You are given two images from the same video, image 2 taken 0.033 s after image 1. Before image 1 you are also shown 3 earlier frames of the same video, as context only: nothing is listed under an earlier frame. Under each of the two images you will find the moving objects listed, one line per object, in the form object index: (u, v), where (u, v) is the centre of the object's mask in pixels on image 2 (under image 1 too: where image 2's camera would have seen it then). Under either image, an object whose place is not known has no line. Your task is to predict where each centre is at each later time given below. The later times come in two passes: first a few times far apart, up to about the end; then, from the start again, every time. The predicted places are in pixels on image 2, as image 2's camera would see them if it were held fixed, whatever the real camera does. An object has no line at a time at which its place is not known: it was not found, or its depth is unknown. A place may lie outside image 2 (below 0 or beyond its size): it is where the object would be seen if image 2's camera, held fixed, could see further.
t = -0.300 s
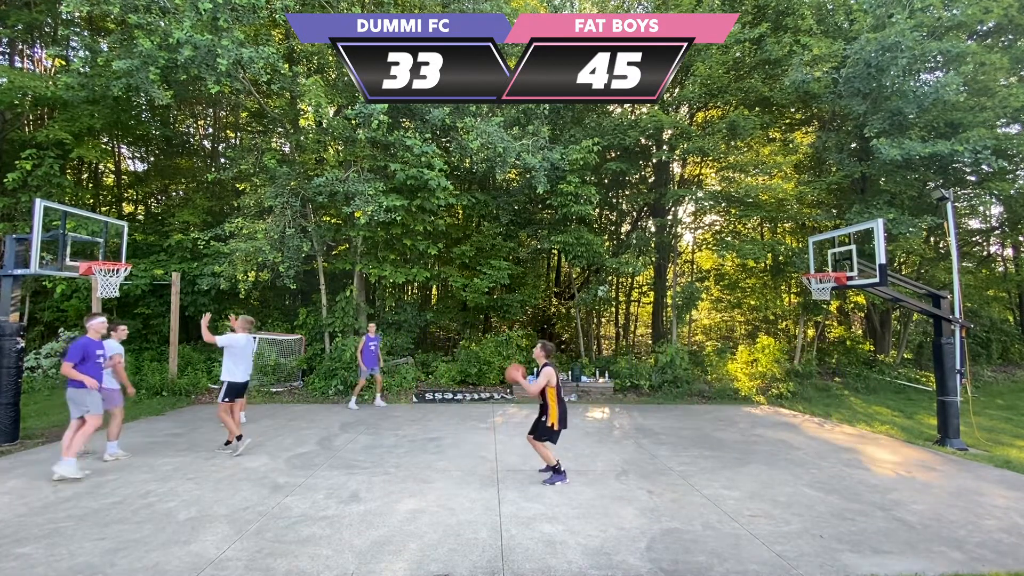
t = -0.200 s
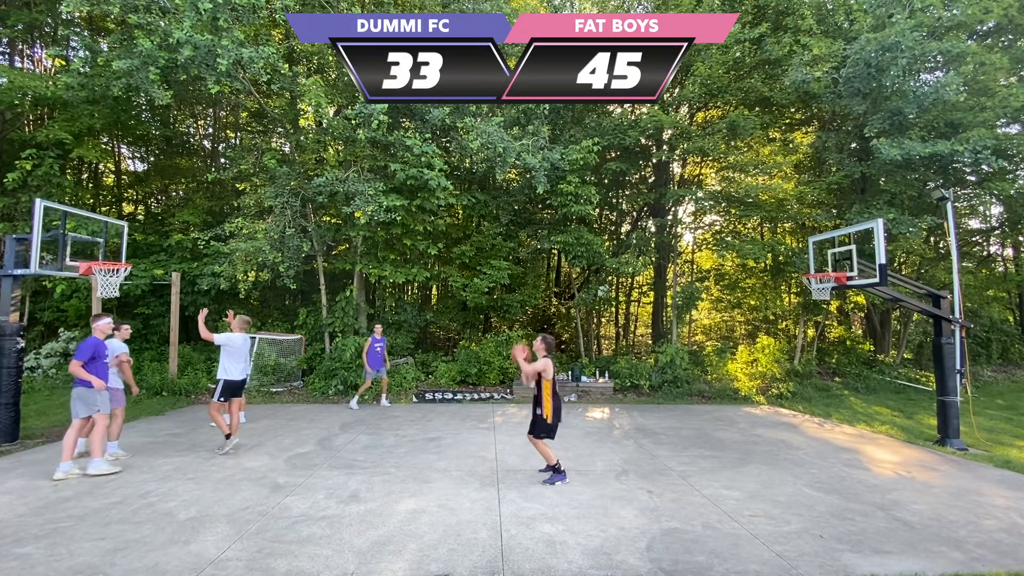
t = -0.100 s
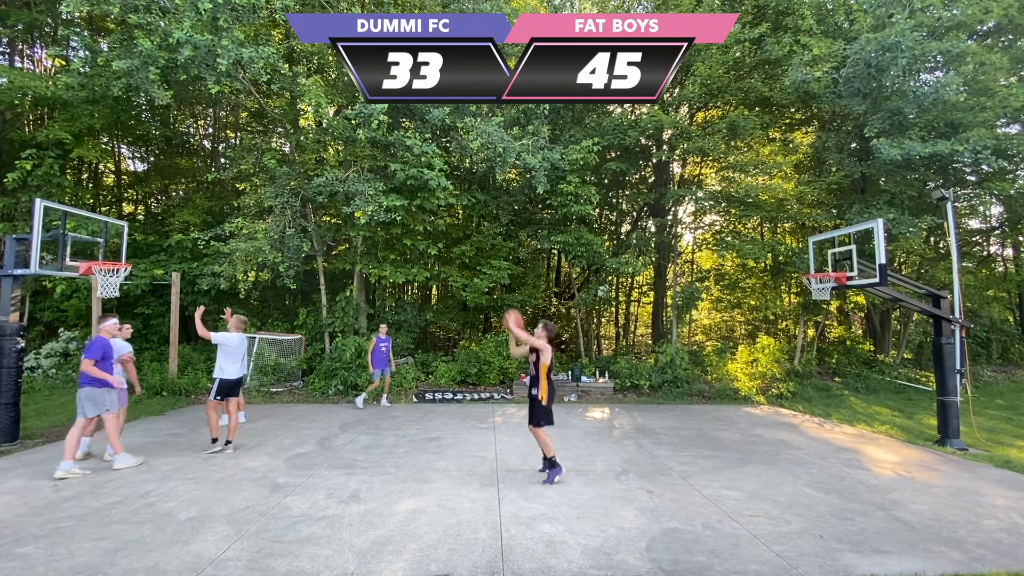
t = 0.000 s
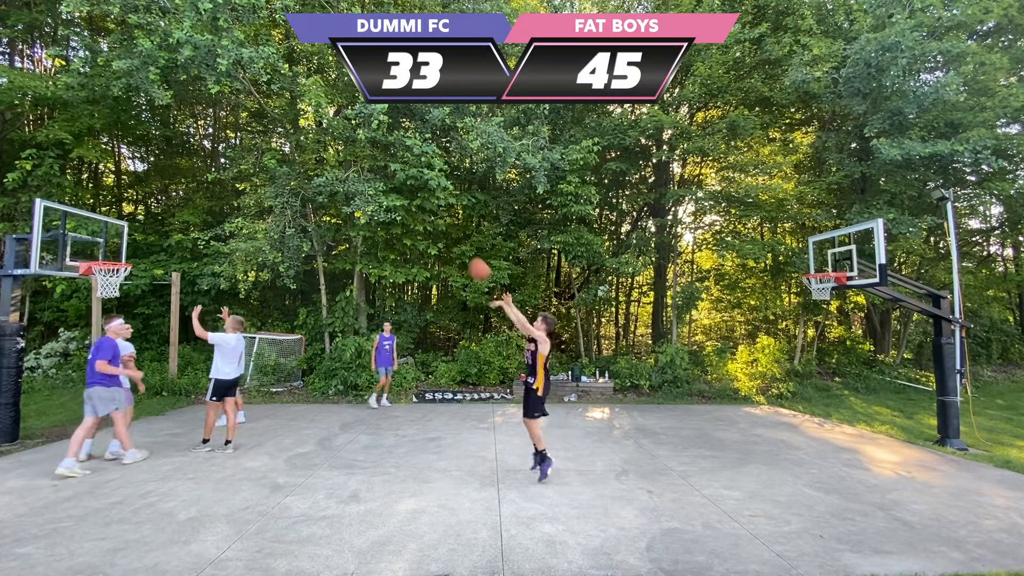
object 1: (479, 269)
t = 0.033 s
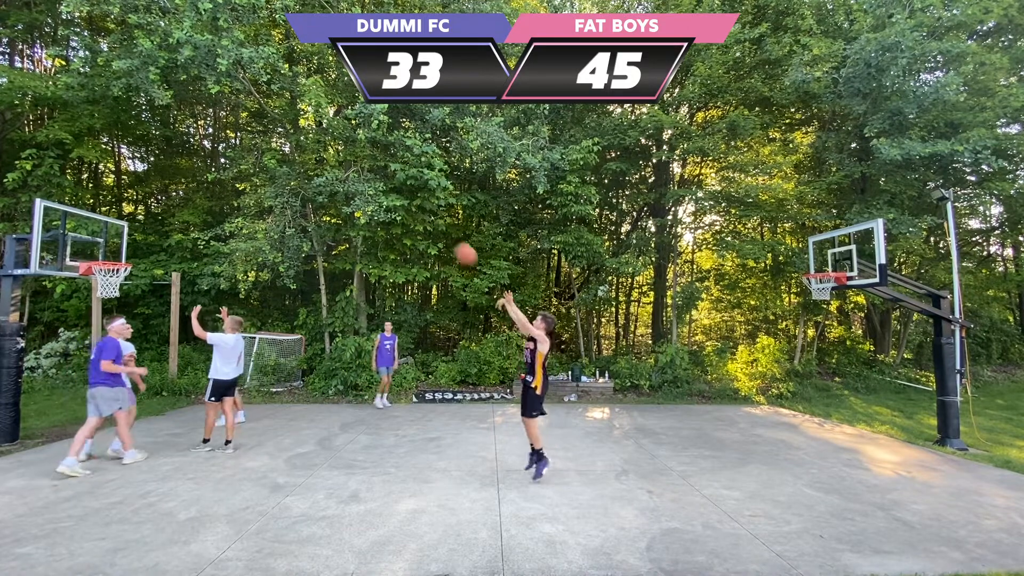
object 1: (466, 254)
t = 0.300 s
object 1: (367, 166)
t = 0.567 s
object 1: (278, 136)
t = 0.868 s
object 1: (187, 162)
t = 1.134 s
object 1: (112, 231)
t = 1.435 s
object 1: (127, 235)
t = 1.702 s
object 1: (127, 224)
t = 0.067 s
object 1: (452, 239)
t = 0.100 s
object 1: (440, 227)
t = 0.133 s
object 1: (428, 214)
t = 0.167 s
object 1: (415, 203)
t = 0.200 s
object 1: (403, 192)
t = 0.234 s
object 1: (390, 182)
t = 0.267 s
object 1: (378, 173)
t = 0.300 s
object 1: (367, 166)
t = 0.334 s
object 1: (355, 160)
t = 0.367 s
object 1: (344, 153)
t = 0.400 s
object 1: (332, 149)
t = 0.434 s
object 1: (321, 144)
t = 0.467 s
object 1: (310, 141)
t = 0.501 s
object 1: (300, 139)
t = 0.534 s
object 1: (289, 137)
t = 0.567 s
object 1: (278, 136)
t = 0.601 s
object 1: (267, 136)
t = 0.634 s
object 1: (257, 137)
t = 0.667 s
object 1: (247, 138)
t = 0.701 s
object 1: (237, 141)
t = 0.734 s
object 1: (227, 144)
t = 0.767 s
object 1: (217, 147)
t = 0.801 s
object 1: (207, 152)
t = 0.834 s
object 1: (197, 156)
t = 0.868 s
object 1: (187, 162)
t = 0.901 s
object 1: (177, 169)
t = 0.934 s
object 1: (167, 175)
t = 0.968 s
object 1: (158, 183)
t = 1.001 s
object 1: (149, 191)
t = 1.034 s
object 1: (139, 200)
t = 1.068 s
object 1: (130, 210)
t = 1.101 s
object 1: (121, 220)
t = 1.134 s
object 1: (112, 231)
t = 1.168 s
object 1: (102, 242)
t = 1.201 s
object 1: (102, 252)
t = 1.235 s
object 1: (110, 256)
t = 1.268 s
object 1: (121, 258)
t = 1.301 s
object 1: (126, 256)
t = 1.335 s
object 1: (126, 250)
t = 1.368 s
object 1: (126, 244)
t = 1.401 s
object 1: (127, 239)
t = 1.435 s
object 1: (127, 235)
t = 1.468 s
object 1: (127, 231)
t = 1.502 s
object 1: (127, 228)
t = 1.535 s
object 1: (127, 226)
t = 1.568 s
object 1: (127, 224)
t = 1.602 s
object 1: (127, 223)
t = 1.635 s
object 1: (127, 223)
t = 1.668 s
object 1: (127, 223)
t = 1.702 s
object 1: (127, 224)
